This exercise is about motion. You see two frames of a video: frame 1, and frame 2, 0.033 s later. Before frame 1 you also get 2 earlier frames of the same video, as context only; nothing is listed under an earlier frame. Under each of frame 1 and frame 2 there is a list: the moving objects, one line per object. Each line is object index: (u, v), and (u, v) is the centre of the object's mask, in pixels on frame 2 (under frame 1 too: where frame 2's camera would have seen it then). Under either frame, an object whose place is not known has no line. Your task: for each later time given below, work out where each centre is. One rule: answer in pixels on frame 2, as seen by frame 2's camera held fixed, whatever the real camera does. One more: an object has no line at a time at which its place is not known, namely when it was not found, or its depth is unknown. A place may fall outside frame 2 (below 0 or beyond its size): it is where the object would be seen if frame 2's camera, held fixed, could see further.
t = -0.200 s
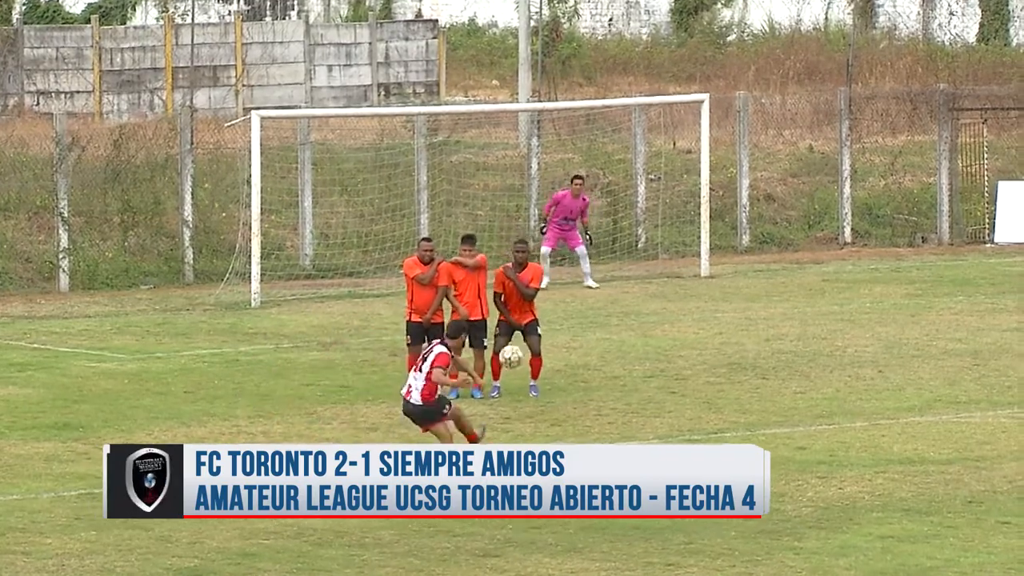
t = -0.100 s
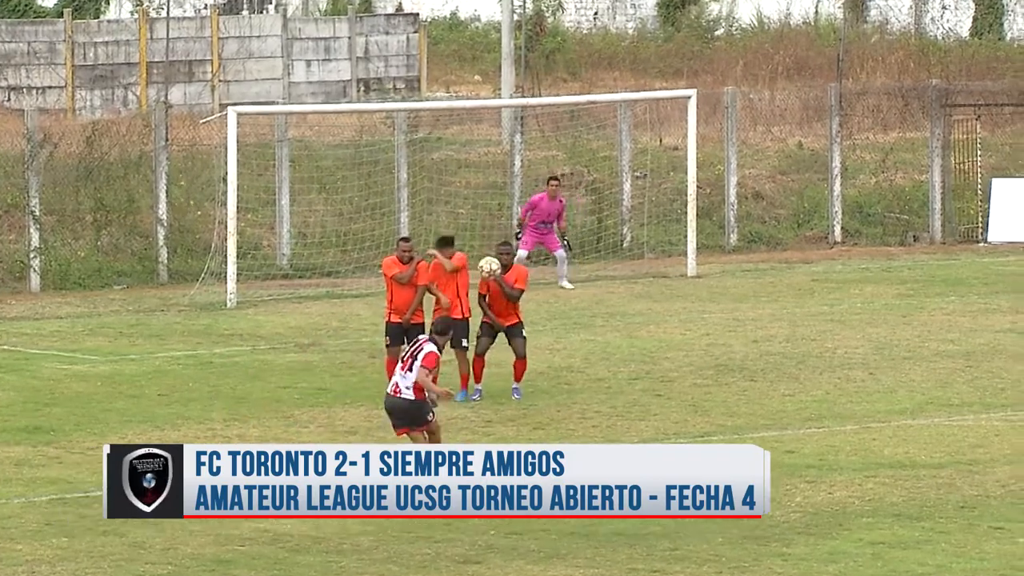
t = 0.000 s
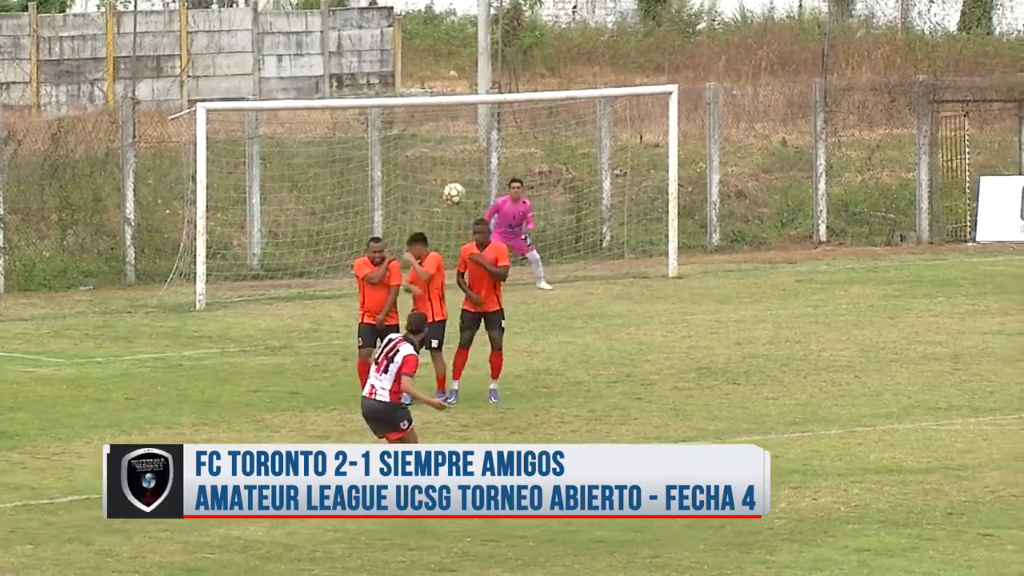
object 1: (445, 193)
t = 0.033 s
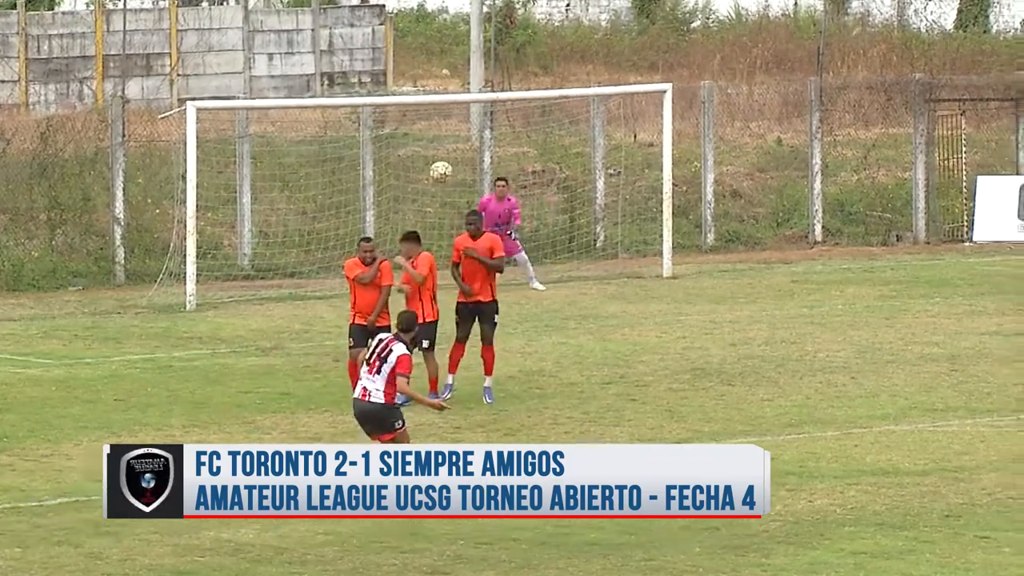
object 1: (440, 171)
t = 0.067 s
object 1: (434, 150)
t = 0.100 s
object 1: (428, 134)
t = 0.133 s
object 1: (421, 118)
